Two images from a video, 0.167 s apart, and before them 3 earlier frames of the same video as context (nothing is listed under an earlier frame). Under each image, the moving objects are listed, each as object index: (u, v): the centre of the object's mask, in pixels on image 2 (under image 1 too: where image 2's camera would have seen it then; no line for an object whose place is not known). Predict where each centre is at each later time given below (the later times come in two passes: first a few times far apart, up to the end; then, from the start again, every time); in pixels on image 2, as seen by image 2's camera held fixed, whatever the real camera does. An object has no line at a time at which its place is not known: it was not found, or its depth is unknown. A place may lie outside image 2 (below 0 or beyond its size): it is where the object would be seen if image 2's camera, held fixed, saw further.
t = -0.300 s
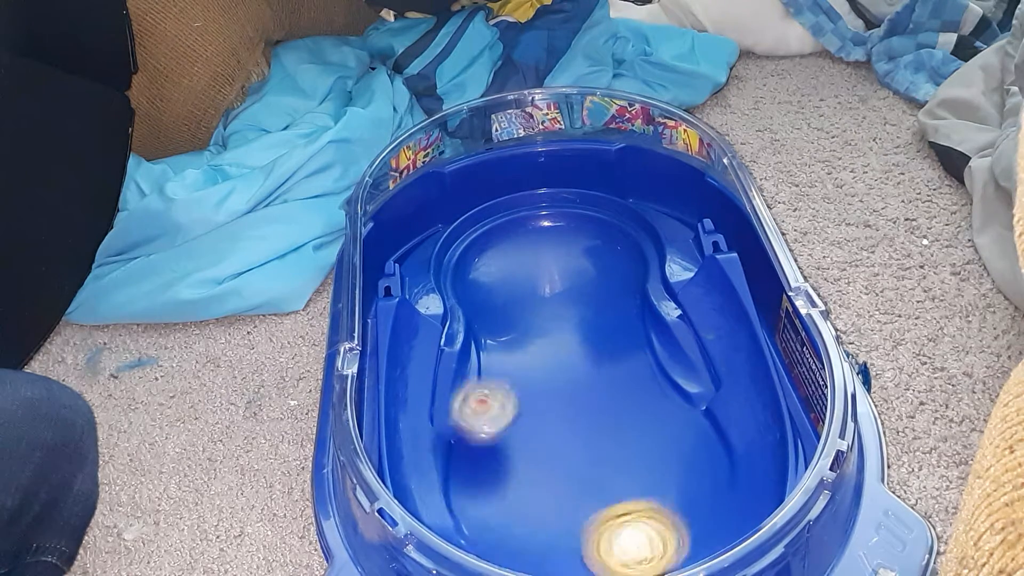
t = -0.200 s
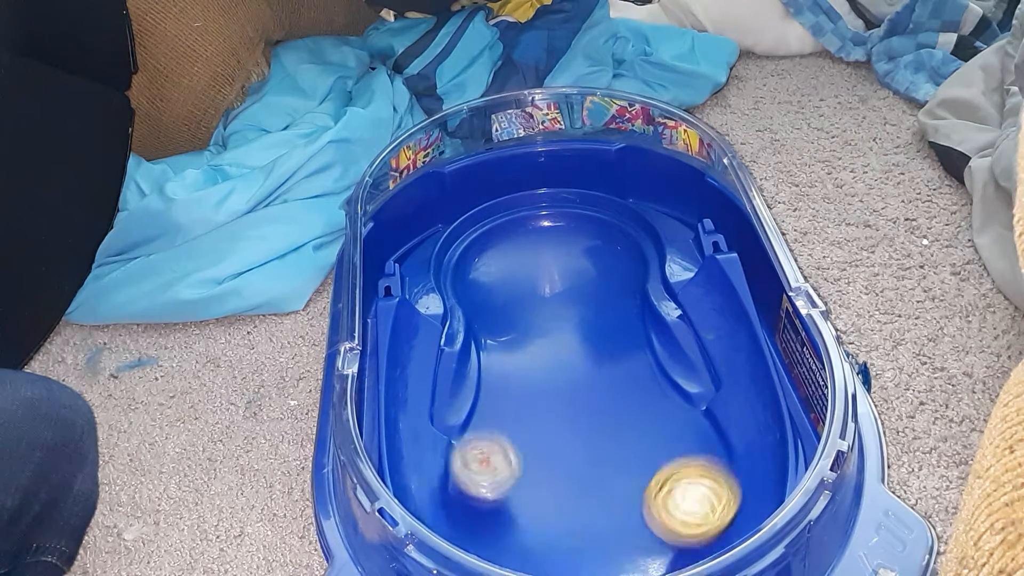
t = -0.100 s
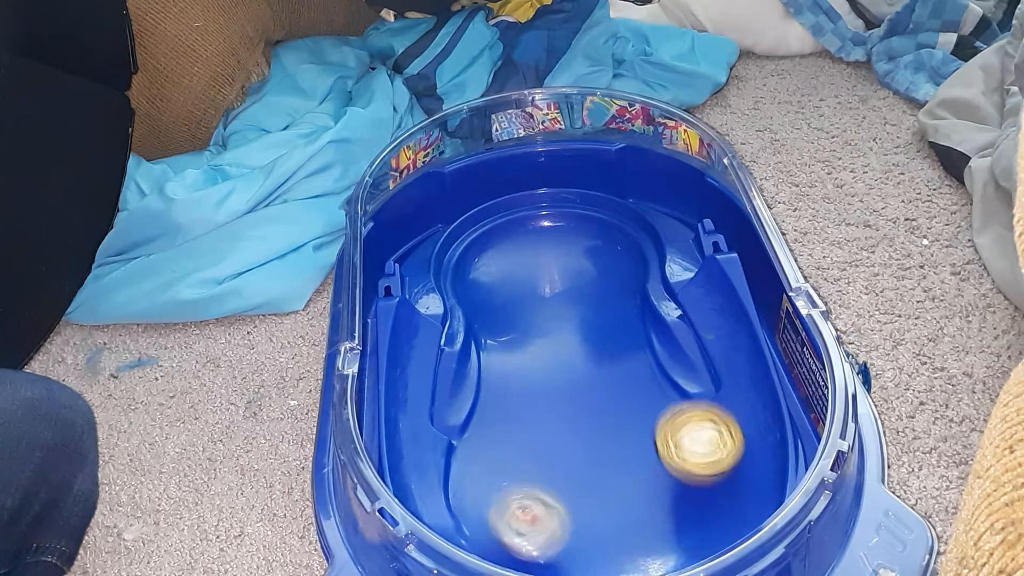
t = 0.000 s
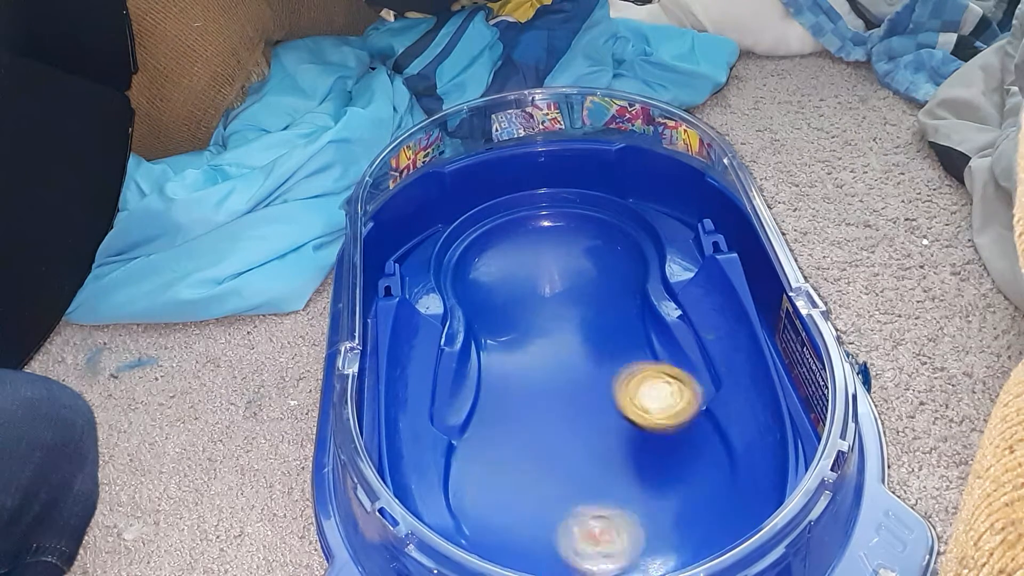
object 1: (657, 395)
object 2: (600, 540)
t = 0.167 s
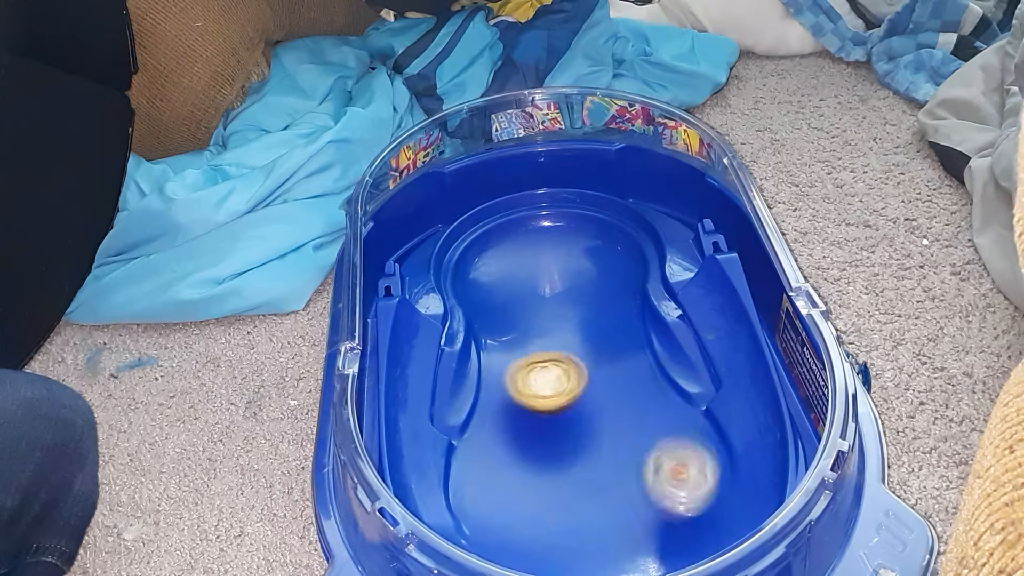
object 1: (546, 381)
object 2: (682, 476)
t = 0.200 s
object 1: (528, 386)
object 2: (680, 457)
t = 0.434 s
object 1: (488, 488)
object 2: (575, 394)
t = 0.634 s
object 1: (606, 543)
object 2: (511, 436)
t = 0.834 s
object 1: (683, 451)
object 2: (555, 515)
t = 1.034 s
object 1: (594, 379)
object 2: (623, 511)
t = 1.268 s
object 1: (496, 418)
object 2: (635, 454)
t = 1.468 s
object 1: (537, 519)
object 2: (581, 436)
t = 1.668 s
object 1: (667, 508)
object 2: (549, 471)
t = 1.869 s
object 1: (662, 411)
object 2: (587, 497)
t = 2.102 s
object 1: (531, 396)
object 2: (617, 464)
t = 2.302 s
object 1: (503, 482)
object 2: (583, 438)
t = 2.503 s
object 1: (601, 539)
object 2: (555, 459)
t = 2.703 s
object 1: (675, 461)
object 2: (577, 486)
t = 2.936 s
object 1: (570, 393)
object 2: (615, 470)
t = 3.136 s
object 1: (500, 437)
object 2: (603, 444)
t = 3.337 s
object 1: (552, 521)
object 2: (568, 446)
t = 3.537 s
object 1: (660, 489)
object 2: (563, 473)
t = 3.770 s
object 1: (616, 402)
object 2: (592, 488)
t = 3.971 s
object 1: (525, 418)
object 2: (612, 469)
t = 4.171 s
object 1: (532, 498)
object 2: (596, 446)
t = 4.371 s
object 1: (636, 508)
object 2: (569, 449)
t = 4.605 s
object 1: (633, 420)
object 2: (566, 476)
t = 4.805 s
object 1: (560, 394)
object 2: (577, 489)
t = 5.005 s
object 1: (515, 441)
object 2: (626, 490)
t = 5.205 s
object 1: (542, 493)
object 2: (665, 476)
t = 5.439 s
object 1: (547, 489)
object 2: (710, 422)
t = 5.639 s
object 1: (528, 476)
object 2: (600, 443)
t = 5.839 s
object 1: (475, 478)
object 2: (586, 459)
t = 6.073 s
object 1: (494, 469)
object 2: (609, 476)
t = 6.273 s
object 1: (519, 447)
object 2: (654, 479)
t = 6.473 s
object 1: (575, 418)
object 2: (613, 484)
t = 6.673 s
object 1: (600, 388)
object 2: (558, 490)
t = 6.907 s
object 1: (592, 391)
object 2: (556, 467)
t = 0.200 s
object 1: (528, 386)
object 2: (680, 457)
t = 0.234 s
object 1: (513, 394)
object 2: (673, 437)
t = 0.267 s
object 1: (501, 405)
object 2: (662, 422)
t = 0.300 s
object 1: (493, 418)
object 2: (649, 410)
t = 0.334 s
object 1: (487, 434)
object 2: (634, 402)
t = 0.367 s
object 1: (483, 452)
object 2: (615, 397)
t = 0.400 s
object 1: (483, 470)
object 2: (595, 394)
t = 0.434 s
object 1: (488, 488)
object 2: (575, 394)
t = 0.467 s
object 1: (497, 507)
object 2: (557, 394)
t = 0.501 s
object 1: (511, 522)
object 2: (541, 397)
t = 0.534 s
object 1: (530, 535)
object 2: (529, 402)
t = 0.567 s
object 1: (554, 542)
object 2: (520, 411)
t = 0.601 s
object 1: (579, 544)
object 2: (514, 422)
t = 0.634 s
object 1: (606, 543)
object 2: (511, 436)
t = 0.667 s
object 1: (631, 539)
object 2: (510, 452)
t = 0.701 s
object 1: (654, 527)
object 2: (513, 466)
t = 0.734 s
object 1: (670, 511)
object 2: (519, 481)
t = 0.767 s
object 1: (681, 491)
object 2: (528, 495)
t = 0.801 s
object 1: (685, 471)
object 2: (541, 506)
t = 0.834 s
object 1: (683, 451)
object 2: (555, 515)
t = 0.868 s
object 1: (676, 433)
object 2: (569, 521)
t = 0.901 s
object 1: (665, 417)
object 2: (583, 524)
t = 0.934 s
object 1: (649, 403)
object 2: (596, 524)
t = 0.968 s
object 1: (632, 392)
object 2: (606, 521)
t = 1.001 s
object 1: (613, 384)
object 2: (615, 518)
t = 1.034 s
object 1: (594, 379)
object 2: (623, 511)
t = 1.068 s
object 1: (574, 376)
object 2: (629, 505)
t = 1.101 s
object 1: (555, 374)
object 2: (633, 498)
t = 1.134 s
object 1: (537, 376)
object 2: (637, 489)
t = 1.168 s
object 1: (522, 381)
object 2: (639, 481)
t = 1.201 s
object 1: (510, 390)
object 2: (640, 472)
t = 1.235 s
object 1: (501, 403)
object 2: (639, 463)
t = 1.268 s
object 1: (496, 418)
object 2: (635, 454)
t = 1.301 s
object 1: (494, 434)
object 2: (629, 447)
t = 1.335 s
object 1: (494, 451)
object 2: (621, 442)
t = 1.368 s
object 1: (496, 469)
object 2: (612, 438)
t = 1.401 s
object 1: (504, 488)
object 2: (602, 435)
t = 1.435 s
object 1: (519, 505)
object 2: (591, 435)
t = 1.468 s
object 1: (537, 519)
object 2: (581, 436)
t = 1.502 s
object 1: (558, 528)
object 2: (571, 439)
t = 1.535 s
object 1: (582, 533)
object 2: (563, 443)
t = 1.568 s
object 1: (606, 533)
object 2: (556, 449)
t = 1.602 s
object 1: (629, 529)
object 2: (551, 456)
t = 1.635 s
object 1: (649, 521)
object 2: (548, 463)
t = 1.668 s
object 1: (667, 508)
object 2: (549, 471)
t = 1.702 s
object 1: (679, 492)
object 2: (551, 479)
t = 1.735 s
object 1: (687, 475)
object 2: (556, 486)
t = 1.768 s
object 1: (688, 457)
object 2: (563, 491)
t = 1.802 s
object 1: (684, 440)
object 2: (571, 495)
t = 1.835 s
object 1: (675, 425)
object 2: (579, 497)
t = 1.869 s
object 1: (662, 411)
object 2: (587, 497)
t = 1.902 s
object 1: (646, 401)
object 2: (596, 495)
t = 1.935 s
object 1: (628, 393)
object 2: (603, 492)
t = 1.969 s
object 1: (607, 388)
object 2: (609, 487)
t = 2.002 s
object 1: (584, 386)
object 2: (613, 483)
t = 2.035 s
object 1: (563, 388)
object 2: (617, 476)
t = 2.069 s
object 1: (547, 391)
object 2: (618, 470)
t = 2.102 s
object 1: (531, 396)
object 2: (617, 464)
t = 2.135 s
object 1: (518, 406)
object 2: (615, 457)
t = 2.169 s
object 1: (508, 419)
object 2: (611, 451)
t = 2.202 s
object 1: (504, 432)
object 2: (606, 446)
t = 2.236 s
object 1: (499, 446)
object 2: (599, 442)
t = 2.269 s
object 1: (499, 465)
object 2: (591, 439)
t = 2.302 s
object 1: (503, 482)
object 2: (583, 438)
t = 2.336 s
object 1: (511, 498)
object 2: (575, 438)
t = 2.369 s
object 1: (522, 514)
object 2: (568, 440)
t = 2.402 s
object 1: (539, 526)
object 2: (564, 444)
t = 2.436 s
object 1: (557, 535)
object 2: (559, 448)
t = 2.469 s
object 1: (579, 539)
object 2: (556, 453)
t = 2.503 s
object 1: (601, 539)
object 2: (555, 459)
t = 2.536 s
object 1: (623, 535)
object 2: (555, 465)
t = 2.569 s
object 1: (644, 526)
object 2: (557, 470)
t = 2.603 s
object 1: (661, 511)
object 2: (561, 475)
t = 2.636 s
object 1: (671, 495)
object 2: (565, 480)
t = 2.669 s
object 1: (675, 479)
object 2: (571, 483)
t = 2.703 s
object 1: (675, 461)
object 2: (577, 486)
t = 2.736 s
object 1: (670, 443)
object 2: (584, 487)
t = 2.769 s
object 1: (658, 428)
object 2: (592, 486)
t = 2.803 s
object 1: (644, 416)
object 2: (598, 485)
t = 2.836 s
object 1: (628, 406)
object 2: (605, 481)
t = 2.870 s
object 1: (608, 398)
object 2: (609, 478)
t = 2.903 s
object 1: (587, 395)
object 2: (612, 474)
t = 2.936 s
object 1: (570, 393)
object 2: (615, 470)
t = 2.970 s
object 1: (551, 393)
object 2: (616, 466)
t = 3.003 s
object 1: (534, 397)
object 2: (616, 461)
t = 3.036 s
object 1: (524, 403)
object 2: (615, 456)
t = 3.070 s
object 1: (513, 412)
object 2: (612, 451)
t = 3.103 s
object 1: (504, 425)
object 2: (608, 447)
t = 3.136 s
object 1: (500, 437)
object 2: (603, 444)
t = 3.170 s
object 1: (498, 453)
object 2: (597, 443)
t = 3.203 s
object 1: (501, 469)
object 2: (590, 442)
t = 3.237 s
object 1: (507, 484)
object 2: (583, 441)
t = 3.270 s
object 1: (518, 500)
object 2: (577, 441)
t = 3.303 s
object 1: (533, 512)
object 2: (572, 443)
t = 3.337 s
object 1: (552, 521)
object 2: (568, 446)
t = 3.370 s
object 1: (571, 526)
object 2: (565, 450)
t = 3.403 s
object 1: (592, 526)
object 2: (563, 454)
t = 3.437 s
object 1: (613, 523)
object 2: (562, 460)
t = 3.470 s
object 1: (631, 515)
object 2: (561, 464)
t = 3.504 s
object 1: (648, 503)
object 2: (562, 469)
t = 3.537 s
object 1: (660, 489)
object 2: (563, 473)
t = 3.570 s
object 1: (665, 475)
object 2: (565, 477)
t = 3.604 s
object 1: (668, 459)
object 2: (568, 481)
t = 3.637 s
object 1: (665, 443)
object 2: (571, 484)
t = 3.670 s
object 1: (657, 429)
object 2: (576, 487)
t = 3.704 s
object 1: (646, 417)
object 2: (582, 488)
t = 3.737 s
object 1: (630, 407)
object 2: (587, 489)
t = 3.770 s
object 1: (616, 402)
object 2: (592, 488)
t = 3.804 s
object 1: (597, 397)
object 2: (597, 486)
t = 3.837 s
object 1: (578, 397)
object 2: (601, 484)
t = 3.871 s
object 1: (563, 397)
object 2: (605, 480)
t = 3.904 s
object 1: (546, 401)
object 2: (609, 477)
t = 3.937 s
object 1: (536, 408)
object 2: (611, 473)
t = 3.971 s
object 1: (525, 418)
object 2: (612, 469)
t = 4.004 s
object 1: (520, 428)
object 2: (612, 465)
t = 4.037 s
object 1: (514, 441)
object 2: (611, 460)
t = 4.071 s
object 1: (513, 456)
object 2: (609, 456)
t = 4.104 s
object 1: (516, 471)
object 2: (606, 452)
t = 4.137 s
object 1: (523, 486)
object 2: (601, 449)
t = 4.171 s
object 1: (532, 498)
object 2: (596, 446)
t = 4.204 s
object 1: (547, 510)
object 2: (590, 444)
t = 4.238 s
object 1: (564, 518)
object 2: (584, 443)
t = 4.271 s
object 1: (582, 521)
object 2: (580, 443)
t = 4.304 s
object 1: (600, 521)
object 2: (576, 444)
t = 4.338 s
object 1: (620, 517)
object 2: (572, 446)
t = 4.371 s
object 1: (636, 508)
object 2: (569, 449)
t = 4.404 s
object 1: (649, 496)
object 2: (567, 453)
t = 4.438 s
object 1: (656, 484)
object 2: (565, 456)
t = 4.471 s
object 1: (659, 469)
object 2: (564, 460)
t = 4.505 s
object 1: (656, 455)
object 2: (564, 465)
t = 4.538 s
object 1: (649, 442)
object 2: (566, 469)
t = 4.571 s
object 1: (638, 429)
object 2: (568, 473)
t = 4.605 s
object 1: (633, 420)
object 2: (566, 476)
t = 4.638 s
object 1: (623, 409)
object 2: (565, 480)
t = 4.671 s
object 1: (613, 400)
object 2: (565, 483)
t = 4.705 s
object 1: (600, 395)
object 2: (568, 485)
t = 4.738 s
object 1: (587, 391)
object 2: (570, 487)
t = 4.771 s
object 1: (572, 391)
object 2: (573, 488)
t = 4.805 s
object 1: (560, 394)
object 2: (577, 489)
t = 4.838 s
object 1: (549, 400)
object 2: (582, 488)
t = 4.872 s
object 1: (541, 408)
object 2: (586, 487)
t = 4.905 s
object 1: (536, 420)
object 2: (591, 484)
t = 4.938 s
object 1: (531, 430)
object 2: (597, 482)
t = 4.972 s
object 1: (522, 435)
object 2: (611, 487)
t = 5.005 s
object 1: (515, 441)
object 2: (626, 490)
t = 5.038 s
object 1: (511, 448)
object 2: (639, 491)
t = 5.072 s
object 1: (510, 457)
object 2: (648, 490)
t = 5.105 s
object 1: (513, 467)
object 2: (656, 488)
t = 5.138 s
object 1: (519, 477)
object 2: (661, 484)
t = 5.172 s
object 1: (529, 486)
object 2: (665, 480)
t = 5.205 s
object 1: (542, 493)
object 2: (665, 476)
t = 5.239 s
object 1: (558, 497)
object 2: (664, 472)
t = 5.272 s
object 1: (573, 498)
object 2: (661, 468)
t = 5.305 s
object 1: (574, 498)
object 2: (676, 460)
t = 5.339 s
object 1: (562, 498)
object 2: (696, 448)
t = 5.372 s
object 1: (553, 496)
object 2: (712, 434)
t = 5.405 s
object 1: (549, 493)
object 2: (719, 424)
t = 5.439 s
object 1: (547, 489)
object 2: (710, 422)
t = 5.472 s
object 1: (545, 487)
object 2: (691, 427)
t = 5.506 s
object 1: (544, 485)
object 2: (668, 428)
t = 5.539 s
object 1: (545, 482)
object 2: (644, 432)
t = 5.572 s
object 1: (548, 479)
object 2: (620, 438)
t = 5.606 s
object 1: (546, 476)
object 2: (605, 440)
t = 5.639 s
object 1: (528, 476)
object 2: (600, 443)
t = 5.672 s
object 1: (510, 476)
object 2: (601, 445)
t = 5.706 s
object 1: (496, 476)
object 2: (600, 446)
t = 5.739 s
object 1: (487, 477)
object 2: (597, 450)
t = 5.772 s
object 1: (480, 477)
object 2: (593, 452)
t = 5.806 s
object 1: (477, 478)
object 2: (590, 455)
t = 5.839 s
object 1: (475, 478)
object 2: (586, 459)
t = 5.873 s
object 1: (476, 480)
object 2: (582, 461)
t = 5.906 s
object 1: (480, 480)
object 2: (579, 465)
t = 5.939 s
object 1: (485, 480)
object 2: (577, 466)
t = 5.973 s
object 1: (493, 480)
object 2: (578, 467)
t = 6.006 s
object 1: (499, 478)
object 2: (578, 472)
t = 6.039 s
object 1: (497, 475)
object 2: (594, 474)
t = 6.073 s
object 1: (494, 469)
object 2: (609, 476)
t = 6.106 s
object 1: (493, 466)
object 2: (624, 476)
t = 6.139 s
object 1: (494, 463)
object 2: (635, 476)
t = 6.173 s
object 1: (497, 460)
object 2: (643, 479)
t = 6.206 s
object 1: (504, 456)
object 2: (651, 478)
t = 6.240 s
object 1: (511, 451)
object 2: (653, 481)
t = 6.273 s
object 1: (519, 447)
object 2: (654, 479)
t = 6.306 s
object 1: (528, 442)
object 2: (652, 482)
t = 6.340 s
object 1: (538, 437)
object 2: (647, 479)
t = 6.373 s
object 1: (547, 431)
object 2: (643, 484)
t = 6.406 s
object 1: (557, 427)
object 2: (632, 481)
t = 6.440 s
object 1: (566, 422)
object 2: (624, 484)
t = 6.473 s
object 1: (575, 418)
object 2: (613, 484)
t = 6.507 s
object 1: (583, 411)
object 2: (602, 485)
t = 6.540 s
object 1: (588, 406)
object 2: (591, 489)
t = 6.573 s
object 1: (593, 400)
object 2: (582, 490)
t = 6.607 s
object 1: (595, 395)
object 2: (574, 492)
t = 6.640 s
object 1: (598, 391)
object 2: (565, 491)
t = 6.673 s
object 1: (600, 388)
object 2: (558, 490)
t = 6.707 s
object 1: (601, 385)
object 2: (552, 488)
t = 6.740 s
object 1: (601, 382)
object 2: (547, 485)
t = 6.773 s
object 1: (602, 380)
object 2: (545, 482)
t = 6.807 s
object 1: (600, 380)
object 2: (545, 478)
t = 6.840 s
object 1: (598, 383)
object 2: (548, 473)
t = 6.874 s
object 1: (594, 386)
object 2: (552, 470)
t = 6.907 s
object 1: (592, 391)
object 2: (556, 467)
